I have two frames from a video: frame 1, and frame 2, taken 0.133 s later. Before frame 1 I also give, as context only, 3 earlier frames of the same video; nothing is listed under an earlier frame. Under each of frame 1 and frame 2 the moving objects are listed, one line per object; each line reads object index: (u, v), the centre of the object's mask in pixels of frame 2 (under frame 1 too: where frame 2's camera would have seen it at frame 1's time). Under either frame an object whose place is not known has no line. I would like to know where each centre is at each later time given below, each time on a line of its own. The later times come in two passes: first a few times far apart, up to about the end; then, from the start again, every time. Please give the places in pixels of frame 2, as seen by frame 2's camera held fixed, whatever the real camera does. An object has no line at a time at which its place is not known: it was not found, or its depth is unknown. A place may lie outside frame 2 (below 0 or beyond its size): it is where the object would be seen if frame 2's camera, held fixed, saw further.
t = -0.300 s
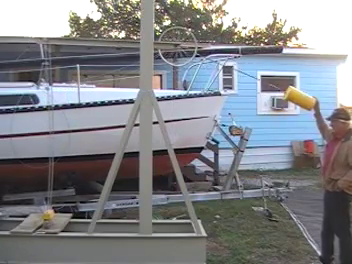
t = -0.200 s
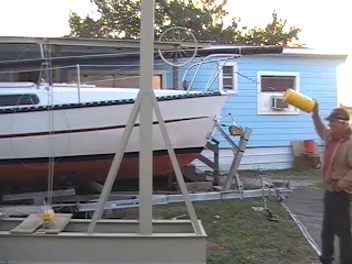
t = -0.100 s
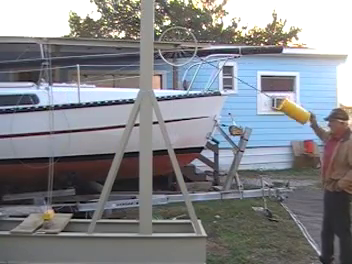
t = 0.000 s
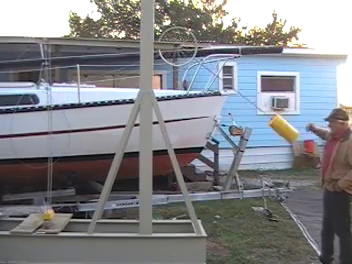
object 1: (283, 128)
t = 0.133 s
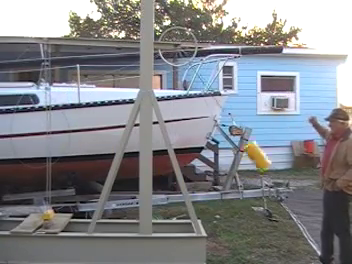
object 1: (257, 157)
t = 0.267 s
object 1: (214, 177)
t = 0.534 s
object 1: (112, 170)
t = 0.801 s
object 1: (59, 116)
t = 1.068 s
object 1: (50, 98)
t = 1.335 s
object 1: (71, 131)
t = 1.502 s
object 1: (105, 167)
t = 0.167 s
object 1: (248, 162)
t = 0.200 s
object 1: (237, 169)
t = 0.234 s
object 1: (226, 175)
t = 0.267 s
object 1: (214, 177)
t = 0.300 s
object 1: (201, 180)
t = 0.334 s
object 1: (188, 180)
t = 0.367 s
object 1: (173, 185)
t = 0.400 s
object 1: (161, 182)
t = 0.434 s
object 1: (155, 176)
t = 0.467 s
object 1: (133, 179)
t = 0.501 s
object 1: (124, 174)
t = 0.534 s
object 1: (112, 170)
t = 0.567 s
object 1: (101, 163)
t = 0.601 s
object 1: (92, 157)
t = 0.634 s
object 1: (84, 149)
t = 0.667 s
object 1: (77, 142)
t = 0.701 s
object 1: (71, 135)
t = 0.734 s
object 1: (66, 128)
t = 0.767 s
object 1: (62, 122)
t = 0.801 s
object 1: (59, 116)
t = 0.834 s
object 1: (56, 111)
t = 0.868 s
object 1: (54, 107)
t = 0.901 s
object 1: (52, 104)
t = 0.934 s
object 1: (51, 100)
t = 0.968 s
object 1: (50, 98)
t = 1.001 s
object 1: (50, 97)
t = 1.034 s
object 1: (50, 97)
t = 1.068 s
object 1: (50, 98)
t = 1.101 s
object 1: (51, 99)
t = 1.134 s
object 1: (52, 102)
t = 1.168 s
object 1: (53, 106)
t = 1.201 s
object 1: (56, 109)
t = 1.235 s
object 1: (58, 114)
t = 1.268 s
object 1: (61, 120)
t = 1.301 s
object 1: (65, 126)
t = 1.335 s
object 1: (71, 131)
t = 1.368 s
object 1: (76, 139)
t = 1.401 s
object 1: (83, 146)
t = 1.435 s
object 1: (90, 153)
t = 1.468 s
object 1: (99, 160)
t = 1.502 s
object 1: (105, 167)
